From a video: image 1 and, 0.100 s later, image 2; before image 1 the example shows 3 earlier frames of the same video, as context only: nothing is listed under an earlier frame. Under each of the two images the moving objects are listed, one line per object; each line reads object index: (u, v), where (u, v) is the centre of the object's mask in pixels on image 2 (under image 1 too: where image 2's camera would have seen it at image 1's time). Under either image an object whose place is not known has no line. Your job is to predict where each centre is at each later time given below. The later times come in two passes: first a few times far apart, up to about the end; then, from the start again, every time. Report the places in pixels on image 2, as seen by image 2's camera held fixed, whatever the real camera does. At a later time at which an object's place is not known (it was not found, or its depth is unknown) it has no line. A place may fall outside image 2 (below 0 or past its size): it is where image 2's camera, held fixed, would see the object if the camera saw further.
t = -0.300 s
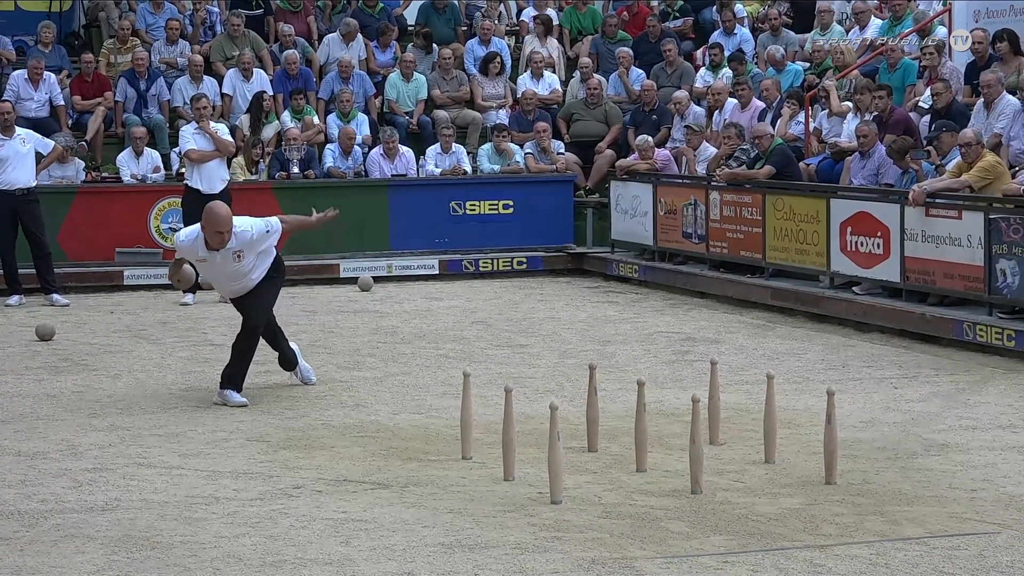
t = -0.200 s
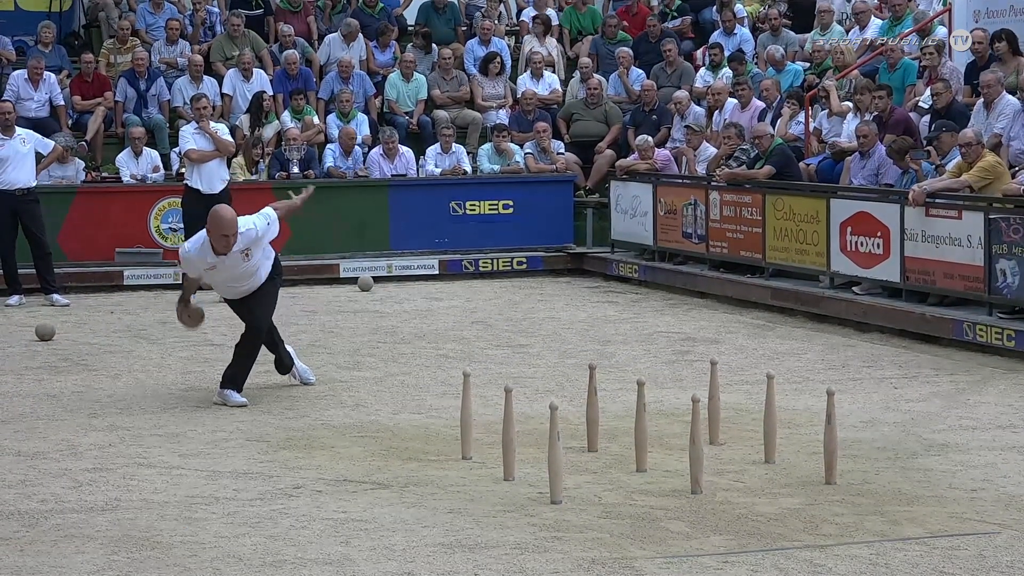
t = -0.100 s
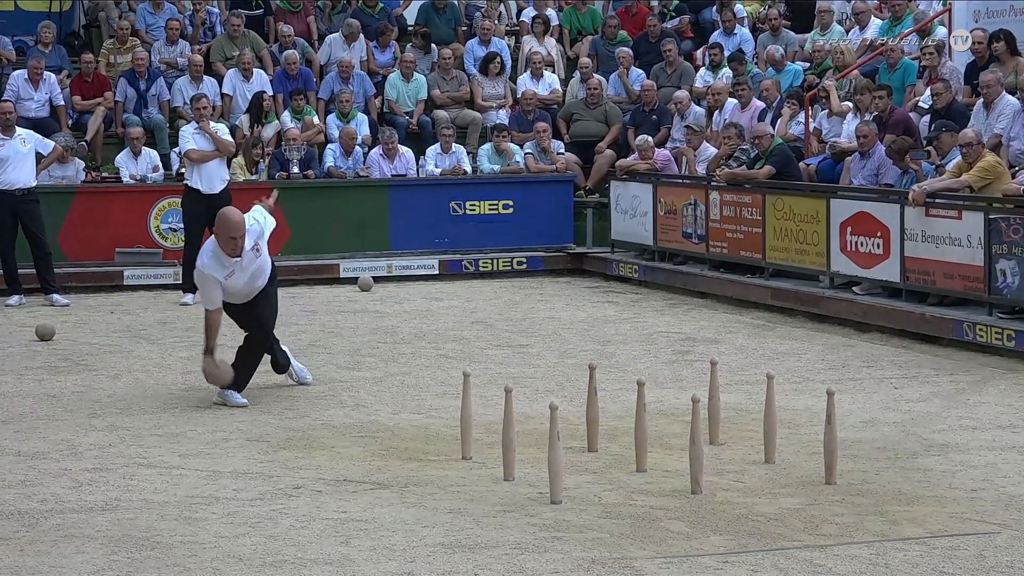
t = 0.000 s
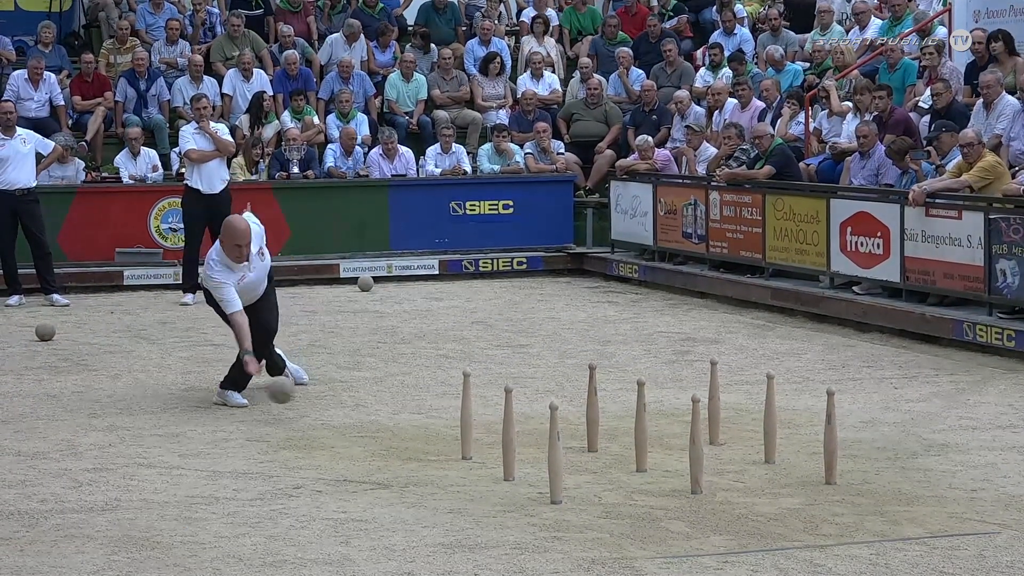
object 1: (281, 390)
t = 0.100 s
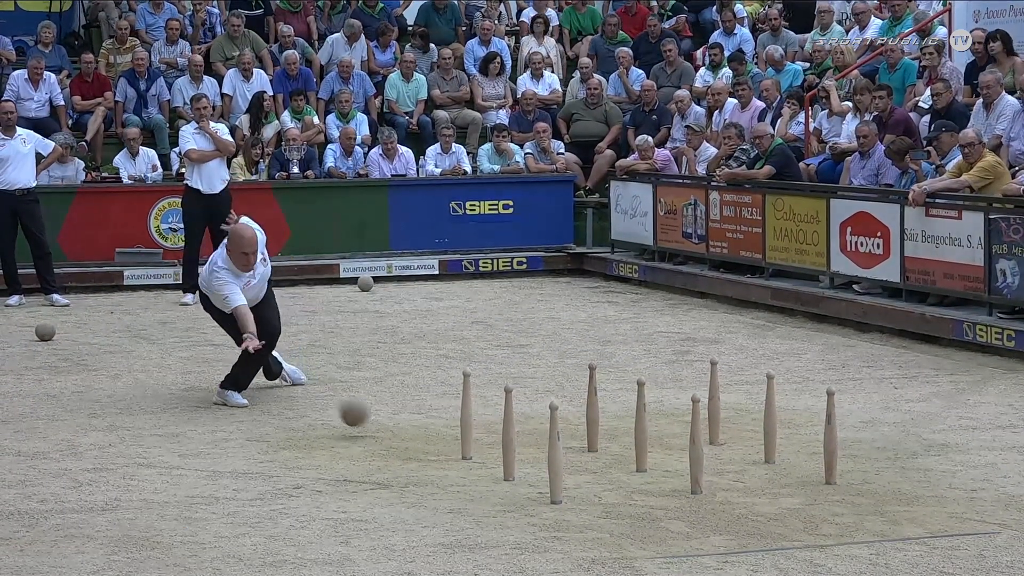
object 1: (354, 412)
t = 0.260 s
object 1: (462, 437)
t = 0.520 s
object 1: (537, 479)
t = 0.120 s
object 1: (370, 420)
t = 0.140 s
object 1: (386, 429)
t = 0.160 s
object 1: (402, 436)
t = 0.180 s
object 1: (416, 436)
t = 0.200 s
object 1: (430, 436)
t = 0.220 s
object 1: (444, 437)
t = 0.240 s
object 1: (454, 436)
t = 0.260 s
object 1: (462, 437)
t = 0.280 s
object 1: (471, 439)
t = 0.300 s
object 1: (480, 442)
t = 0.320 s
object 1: (488, 444)
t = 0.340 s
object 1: (494, 449)
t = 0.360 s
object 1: (502, 449)
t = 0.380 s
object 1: (507, 450)
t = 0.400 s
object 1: (512, 453)
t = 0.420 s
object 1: (517, 456)
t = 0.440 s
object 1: (522, 459)
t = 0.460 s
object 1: (527, 464)
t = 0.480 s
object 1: (531, 471)
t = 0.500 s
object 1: (535, 478)
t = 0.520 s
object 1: (537, 479)
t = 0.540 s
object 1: (539, 479)
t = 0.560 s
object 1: (541, 480)
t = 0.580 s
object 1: (545, 480)
